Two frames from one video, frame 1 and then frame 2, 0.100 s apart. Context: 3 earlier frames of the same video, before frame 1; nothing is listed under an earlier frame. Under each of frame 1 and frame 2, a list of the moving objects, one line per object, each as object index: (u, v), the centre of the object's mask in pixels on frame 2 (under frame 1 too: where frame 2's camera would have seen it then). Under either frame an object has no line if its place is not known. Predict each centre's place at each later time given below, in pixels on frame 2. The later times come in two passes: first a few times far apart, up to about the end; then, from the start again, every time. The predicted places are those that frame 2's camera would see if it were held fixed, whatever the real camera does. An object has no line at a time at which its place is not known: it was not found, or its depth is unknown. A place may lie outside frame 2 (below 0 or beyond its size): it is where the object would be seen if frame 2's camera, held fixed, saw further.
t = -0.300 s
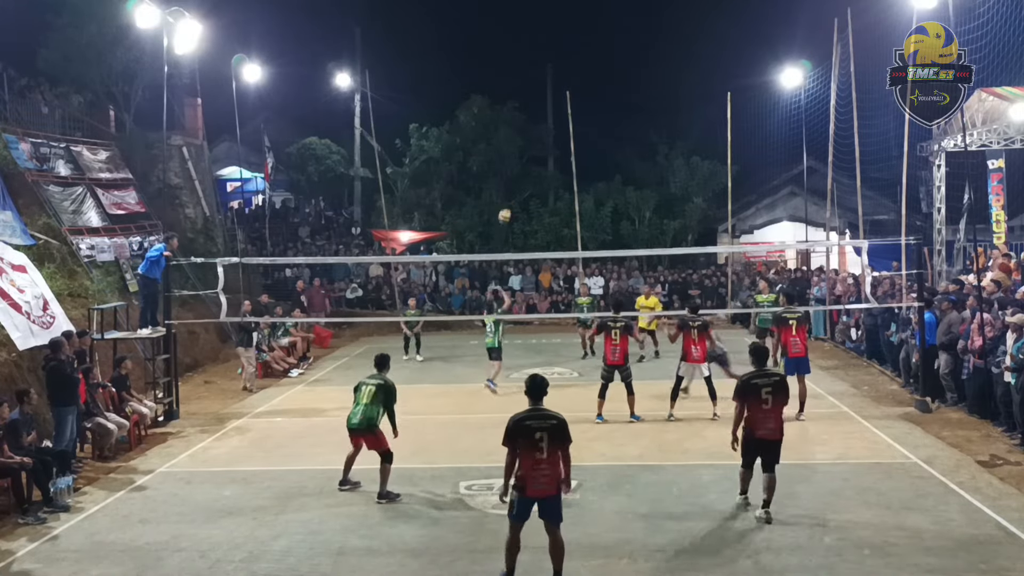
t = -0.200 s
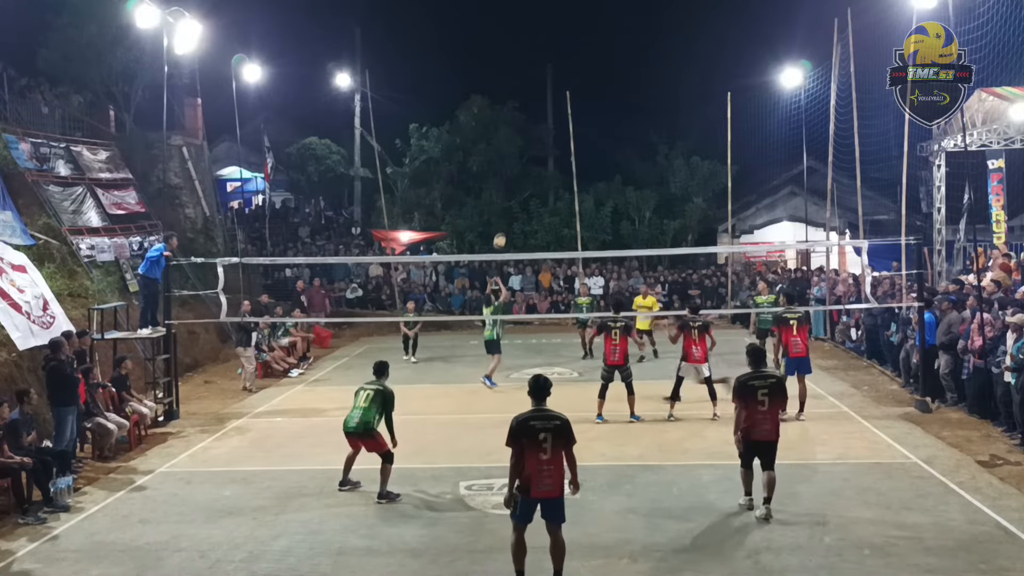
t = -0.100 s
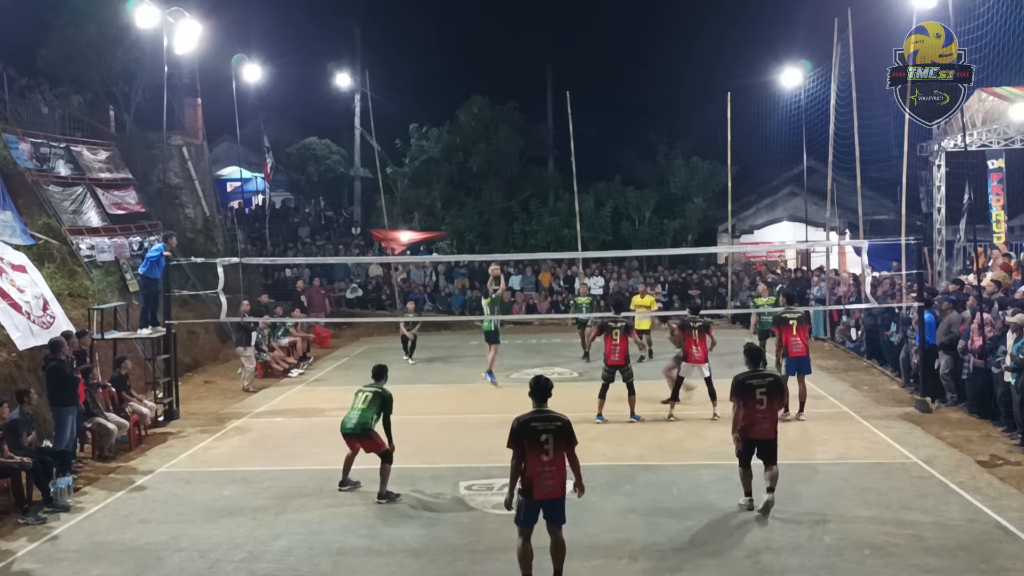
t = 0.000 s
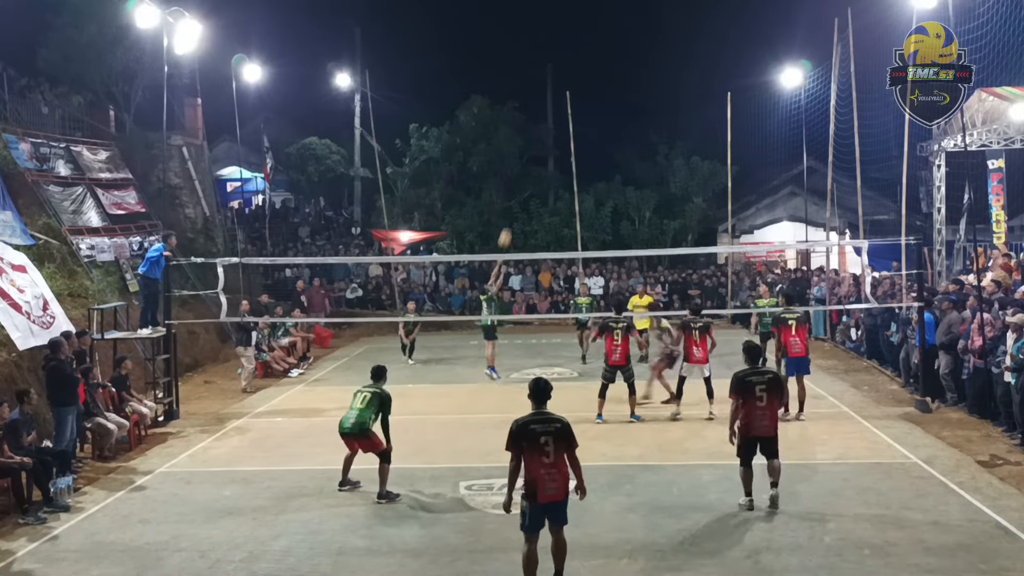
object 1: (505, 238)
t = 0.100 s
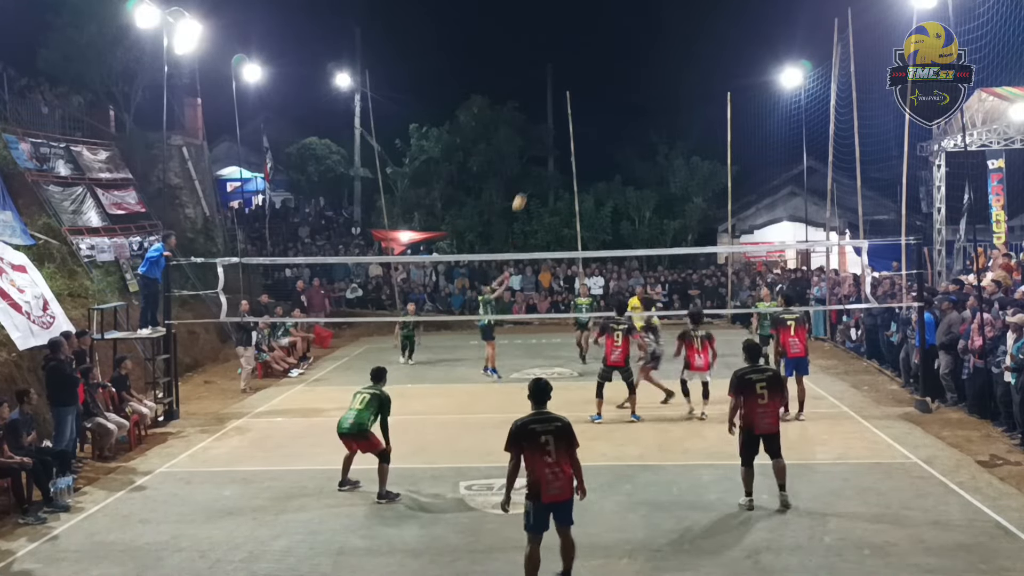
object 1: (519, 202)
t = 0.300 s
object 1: (549, 146)
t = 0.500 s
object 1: (579, 114)
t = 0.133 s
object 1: (524, 191)
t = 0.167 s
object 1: (528, 181)
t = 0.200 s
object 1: (533, 172)
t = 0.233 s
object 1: (539, 162)
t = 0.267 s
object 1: (544, 154)
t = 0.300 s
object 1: (549, 146)
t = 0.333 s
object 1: (554, 139)
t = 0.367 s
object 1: (558, 133)
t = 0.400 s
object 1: (563, 127)
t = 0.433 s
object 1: (569, 121)
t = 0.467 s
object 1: (574, 117)
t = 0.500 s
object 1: (579, 114)
